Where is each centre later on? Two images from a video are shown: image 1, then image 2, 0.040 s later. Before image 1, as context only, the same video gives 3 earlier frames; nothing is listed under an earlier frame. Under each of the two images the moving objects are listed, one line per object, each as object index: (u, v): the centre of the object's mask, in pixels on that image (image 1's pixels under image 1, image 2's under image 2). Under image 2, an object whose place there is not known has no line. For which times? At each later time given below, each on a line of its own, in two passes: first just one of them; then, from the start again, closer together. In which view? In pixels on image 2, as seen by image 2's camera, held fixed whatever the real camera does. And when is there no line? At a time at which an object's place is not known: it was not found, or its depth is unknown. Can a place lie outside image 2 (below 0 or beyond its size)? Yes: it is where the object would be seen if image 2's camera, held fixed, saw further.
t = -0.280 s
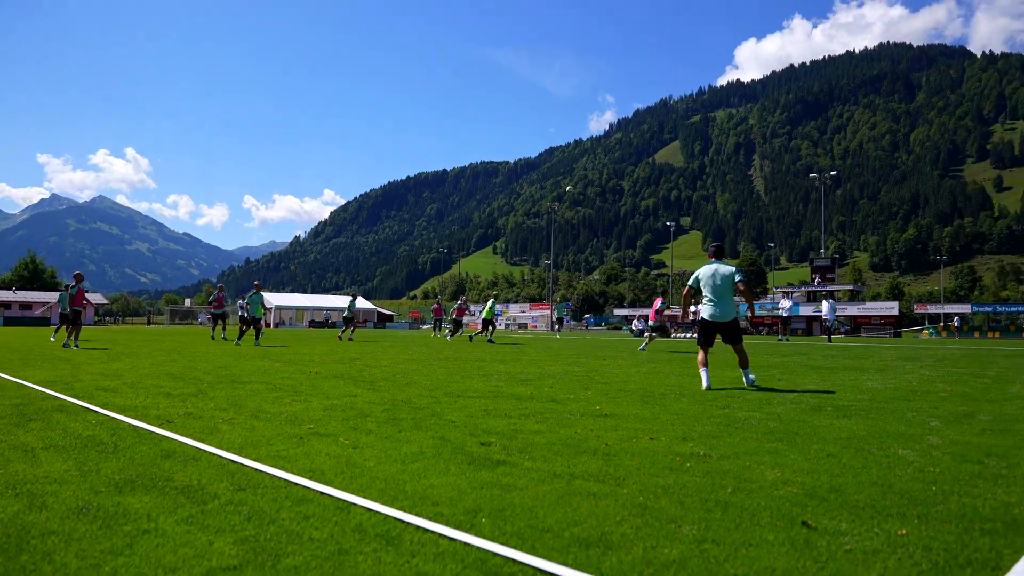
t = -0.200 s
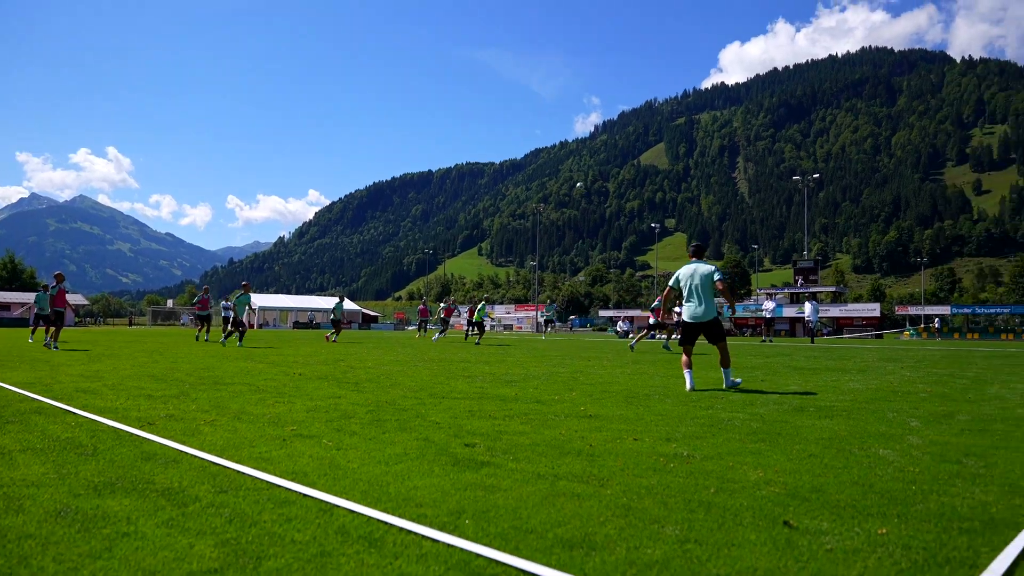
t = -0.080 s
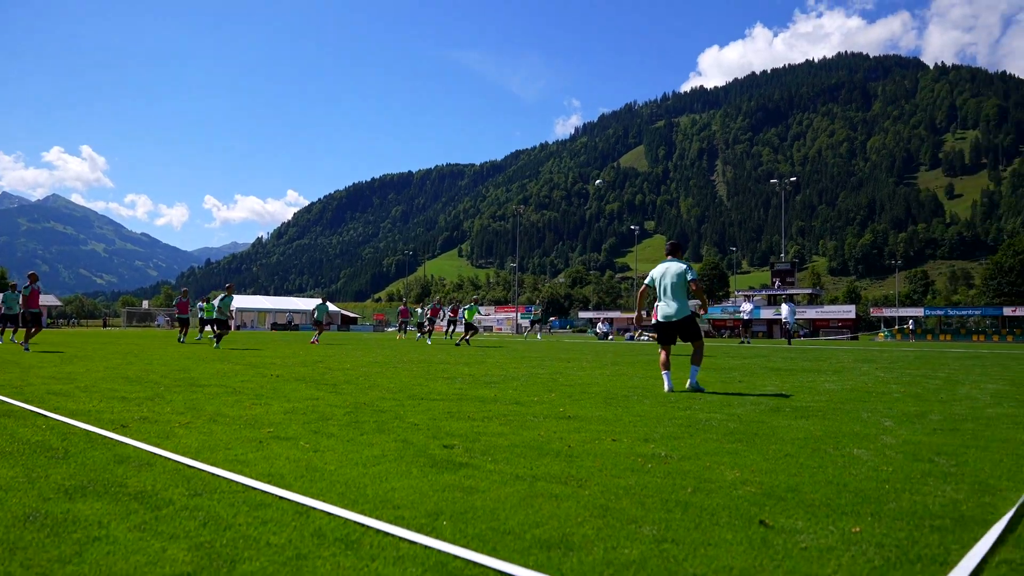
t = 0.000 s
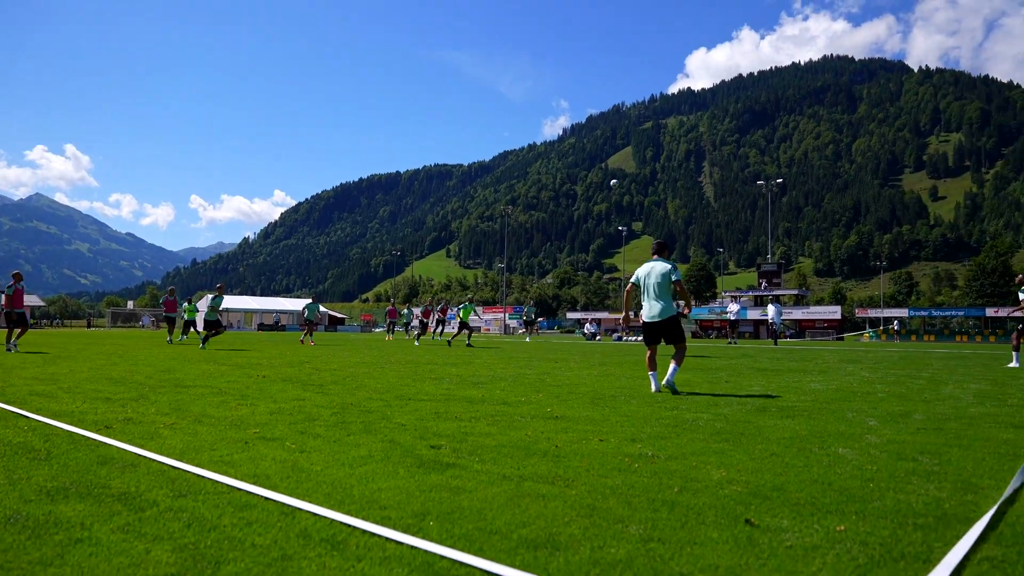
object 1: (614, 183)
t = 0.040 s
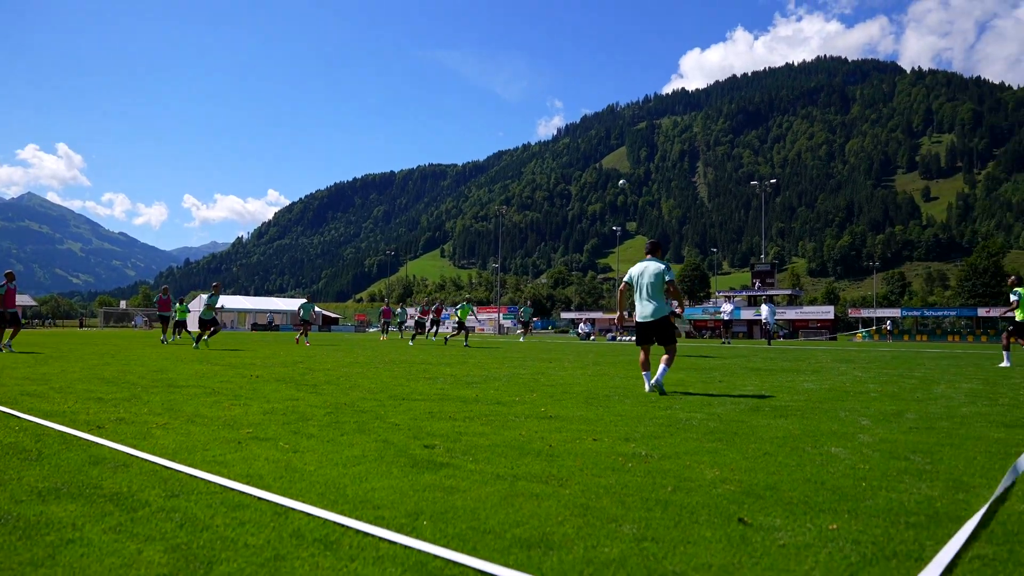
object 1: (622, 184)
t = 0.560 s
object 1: (837, 235)
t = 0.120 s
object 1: (651, 185)
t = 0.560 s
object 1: (837, 235)
